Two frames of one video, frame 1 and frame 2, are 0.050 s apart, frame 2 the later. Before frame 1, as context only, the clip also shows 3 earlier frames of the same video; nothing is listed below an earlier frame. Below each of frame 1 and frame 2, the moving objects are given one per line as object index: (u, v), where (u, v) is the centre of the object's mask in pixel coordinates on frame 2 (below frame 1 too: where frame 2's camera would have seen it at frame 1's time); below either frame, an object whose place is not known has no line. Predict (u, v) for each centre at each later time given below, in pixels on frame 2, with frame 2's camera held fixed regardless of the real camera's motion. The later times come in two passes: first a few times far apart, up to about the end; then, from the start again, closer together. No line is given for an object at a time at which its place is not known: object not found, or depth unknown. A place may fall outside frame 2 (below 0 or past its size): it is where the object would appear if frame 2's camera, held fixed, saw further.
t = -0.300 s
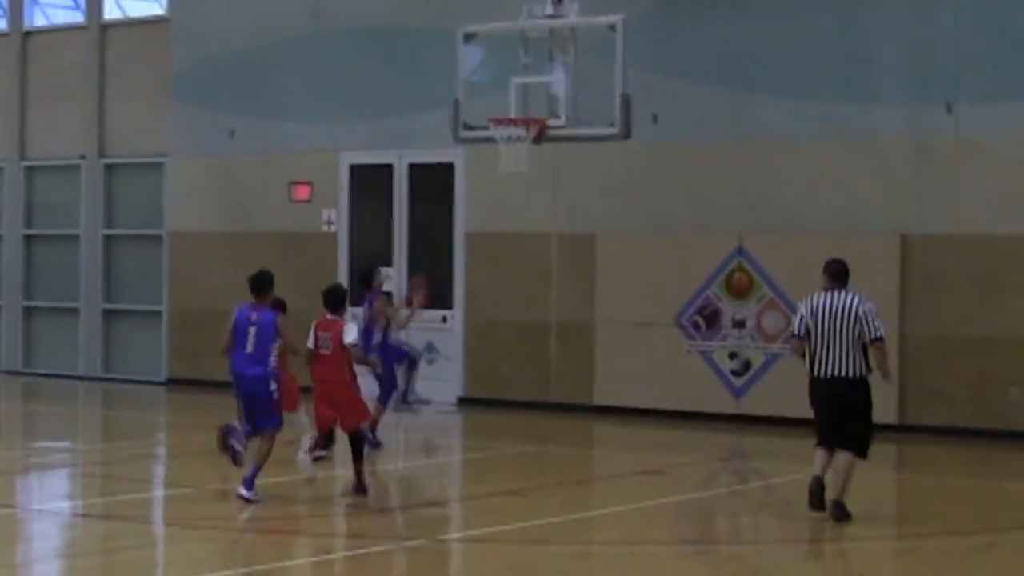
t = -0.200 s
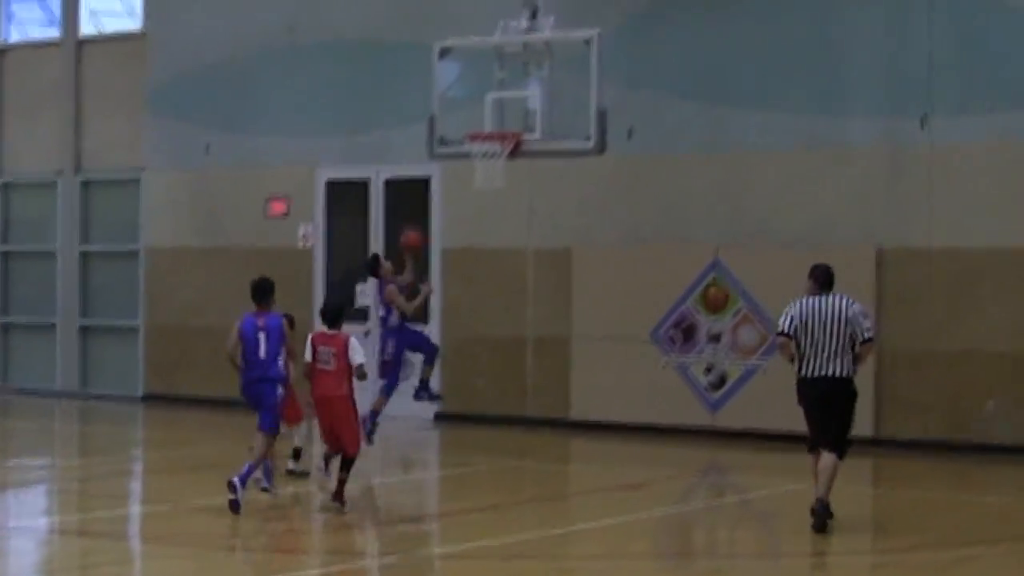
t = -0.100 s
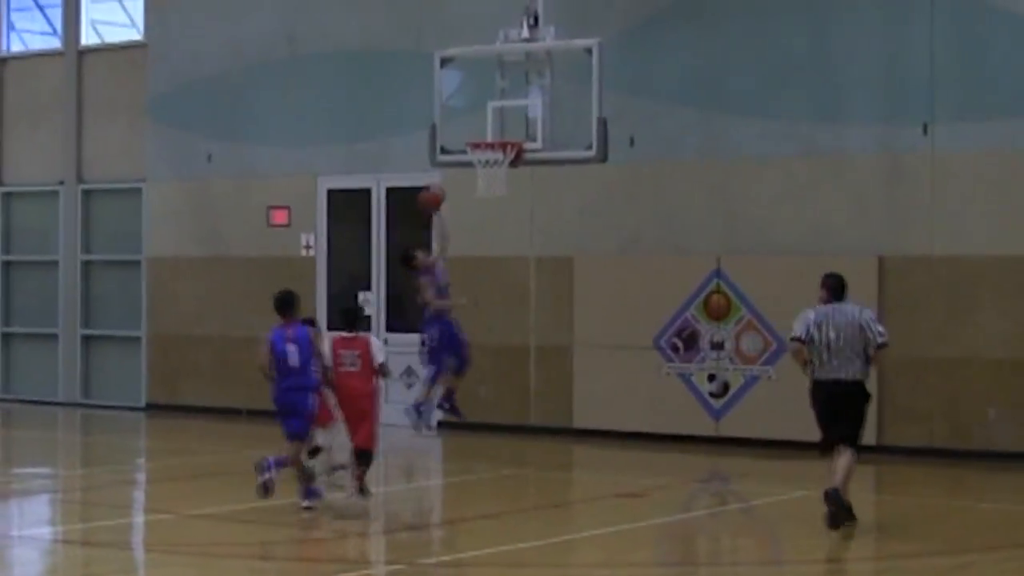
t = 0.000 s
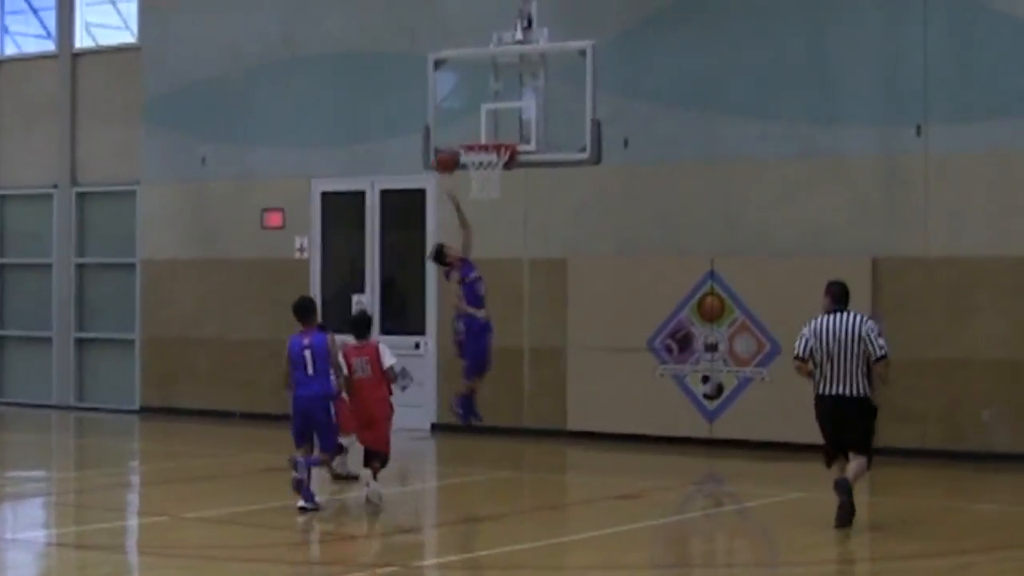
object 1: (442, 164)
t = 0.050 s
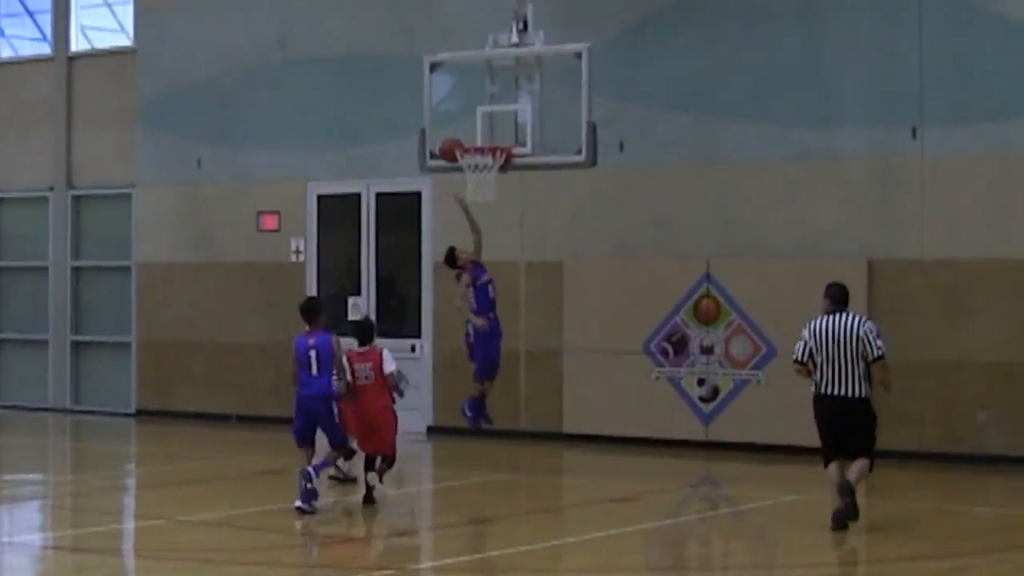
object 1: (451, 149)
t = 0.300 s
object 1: (463, 123)
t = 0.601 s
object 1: (483, 152)
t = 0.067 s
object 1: (458, 141)
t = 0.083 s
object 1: (459, 140)
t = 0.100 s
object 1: (464, 134)
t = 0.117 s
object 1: (465, 133)
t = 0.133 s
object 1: (464, 130)
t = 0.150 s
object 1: (465, 129)
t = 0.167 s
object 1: (464, 126)
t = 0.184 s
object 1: (464, 125)
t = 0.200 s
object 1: (464, 123)
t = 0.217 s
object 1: (464, 123)
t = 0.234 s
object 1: (464, 122)
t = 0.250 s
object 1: (464, 122)
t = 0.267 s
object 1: (464, 122)
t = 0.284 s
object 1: (464, 122)
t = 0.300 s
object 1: (463, 123)
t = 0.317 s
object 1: (463, 123)
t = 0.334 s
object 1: (463, 124)
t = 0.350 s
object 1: (463, 125)
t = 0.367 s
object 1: (463, 127)
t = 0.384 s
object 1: (463, 128)
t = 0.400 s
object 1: (463, 132)
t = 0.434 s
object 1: (463, 137)
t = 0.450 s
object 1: (463, 138)
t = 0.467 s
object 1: (465, 139)
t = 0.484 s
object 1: (466, 139)
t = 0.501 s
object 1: (469, 140)
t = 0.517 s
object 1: (470, 140)
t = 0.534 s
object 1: (473, 143)
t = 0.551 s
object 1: (474, 144)
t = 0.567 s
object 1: (477, 147)
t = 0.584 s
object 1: (478, 148)
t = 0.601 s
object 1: (483, 152)
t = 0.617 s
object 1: (484, 153)
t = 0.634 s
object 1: (484, 157)
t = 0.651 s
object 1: (485, 158)
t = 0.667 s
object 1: (487, 163)
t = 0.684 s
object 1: (488, 168)
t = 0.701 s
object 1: (494, 172)
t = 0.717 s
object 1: (495, 171)
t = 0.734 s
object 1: (496, 174)
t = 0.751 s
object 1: (497, 174)
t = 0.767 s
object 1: (497, 175)
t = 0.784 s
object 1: (497, 176)
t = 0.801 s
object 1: (497, 178)
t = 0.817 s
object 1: (497, 178)
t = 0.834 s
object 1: (498, 185)
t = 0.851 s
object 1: (497, 186)
